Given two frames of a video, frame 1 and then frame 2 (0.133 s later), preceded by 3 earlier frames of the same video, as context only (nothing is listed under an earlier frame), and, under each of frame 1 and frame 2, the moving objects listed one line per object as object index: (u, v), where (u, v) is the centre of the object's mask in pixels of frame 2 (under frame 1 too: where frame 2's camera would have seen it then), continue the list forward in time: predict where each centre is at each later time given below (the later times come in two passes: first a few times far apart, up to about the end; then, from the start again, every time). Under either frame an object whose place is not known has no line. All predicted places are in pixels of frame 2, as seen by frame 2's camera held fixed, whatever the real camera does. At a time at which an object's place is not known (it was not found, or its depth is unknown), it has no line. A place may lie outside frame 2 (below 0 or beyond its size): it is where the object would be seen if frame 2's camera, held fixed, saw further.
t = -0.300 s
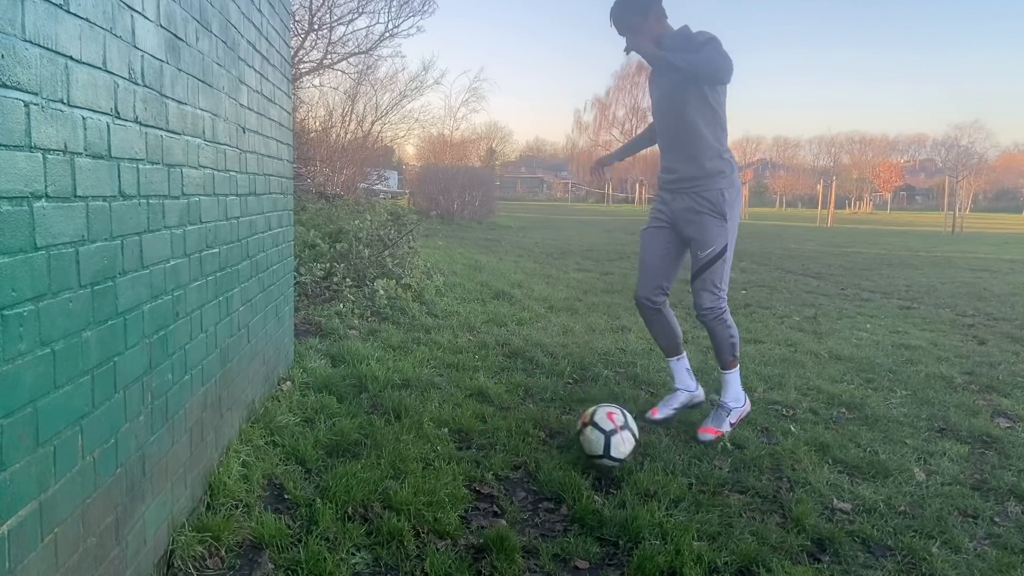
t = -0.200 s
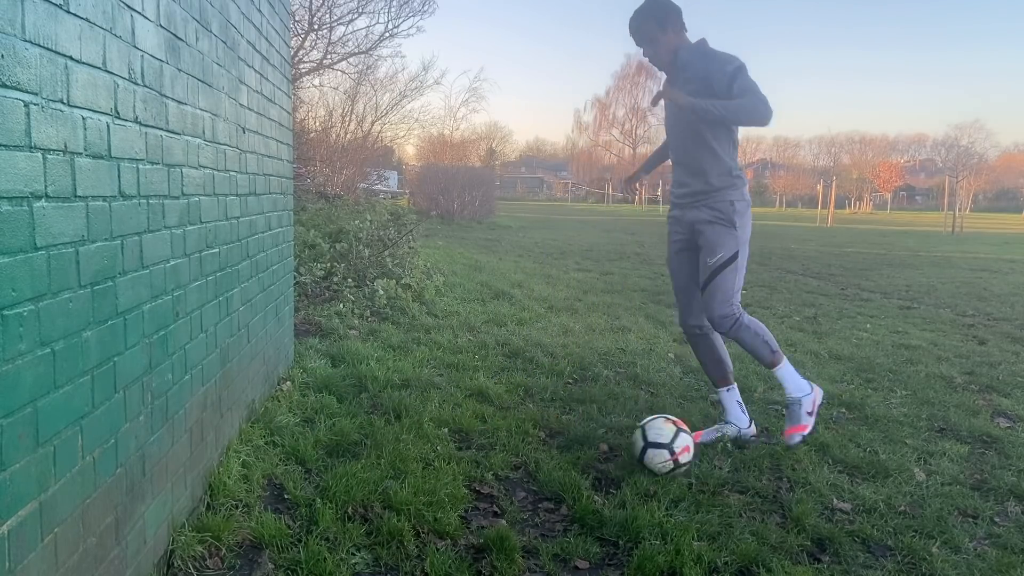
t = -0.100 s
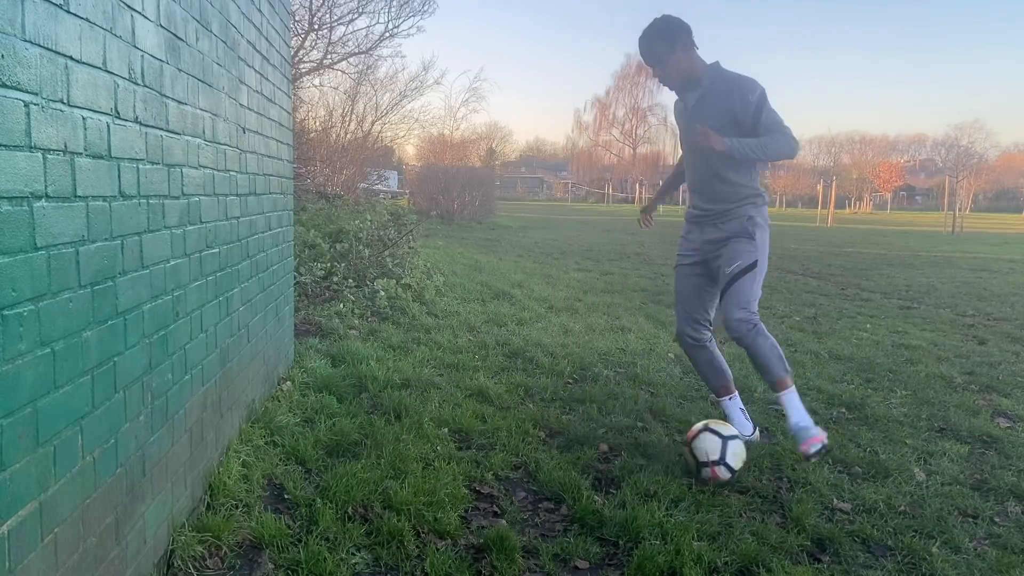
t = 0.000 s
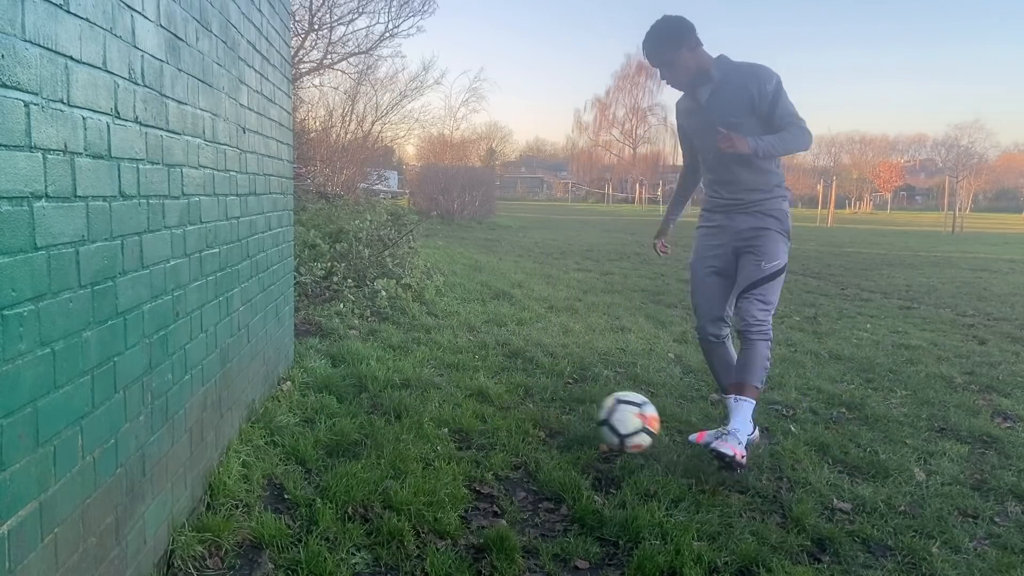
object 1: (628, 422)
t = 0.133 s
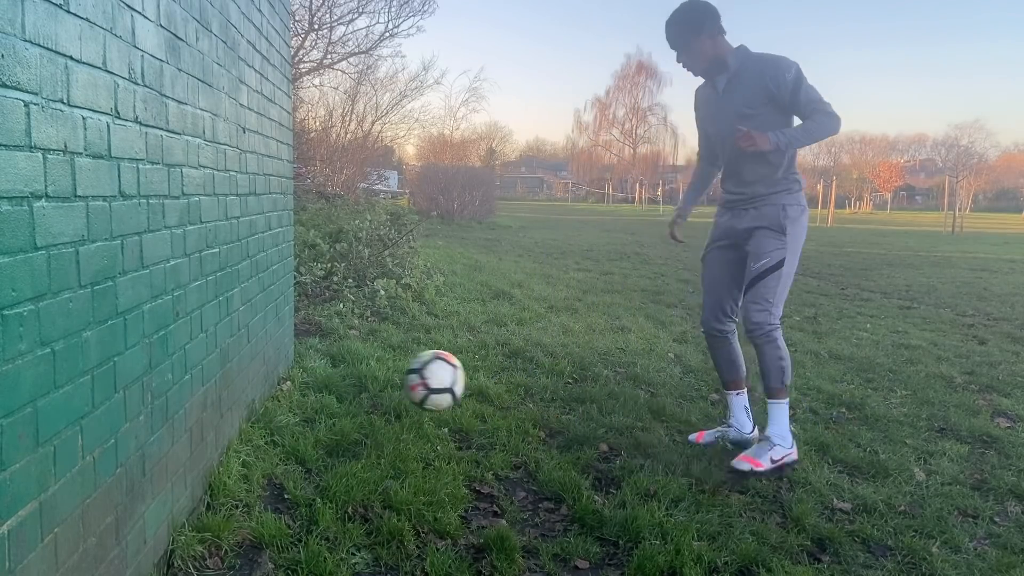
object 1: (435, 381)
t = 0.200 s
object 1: (339, 379)
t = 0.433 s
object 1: (472, 395)
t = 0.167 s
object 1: (388, 378)
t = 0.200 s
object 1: (339, 379)
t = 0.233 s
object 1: (292, 382)
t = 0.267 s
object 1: (295, 381)
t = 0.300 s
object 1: (332, 379)
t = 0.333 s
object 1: (368, 379)
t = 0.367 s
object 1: (404, 381)
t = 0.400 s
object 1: (438, 386)
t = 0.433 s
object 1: (472, 395)
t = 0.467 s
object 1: (505, 406)
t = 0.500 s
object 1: (538, 419)
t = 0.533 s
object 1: (564, 419)
